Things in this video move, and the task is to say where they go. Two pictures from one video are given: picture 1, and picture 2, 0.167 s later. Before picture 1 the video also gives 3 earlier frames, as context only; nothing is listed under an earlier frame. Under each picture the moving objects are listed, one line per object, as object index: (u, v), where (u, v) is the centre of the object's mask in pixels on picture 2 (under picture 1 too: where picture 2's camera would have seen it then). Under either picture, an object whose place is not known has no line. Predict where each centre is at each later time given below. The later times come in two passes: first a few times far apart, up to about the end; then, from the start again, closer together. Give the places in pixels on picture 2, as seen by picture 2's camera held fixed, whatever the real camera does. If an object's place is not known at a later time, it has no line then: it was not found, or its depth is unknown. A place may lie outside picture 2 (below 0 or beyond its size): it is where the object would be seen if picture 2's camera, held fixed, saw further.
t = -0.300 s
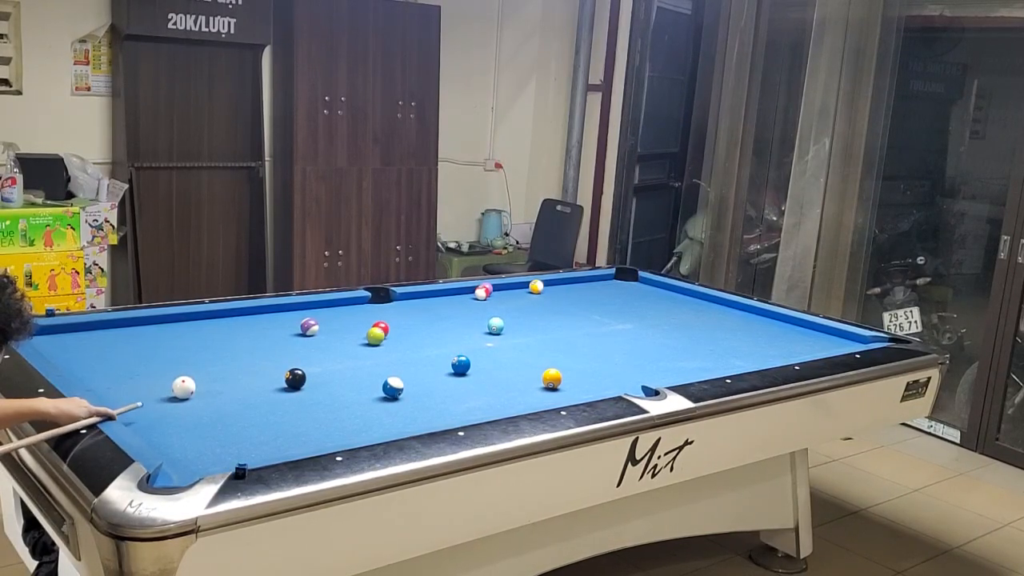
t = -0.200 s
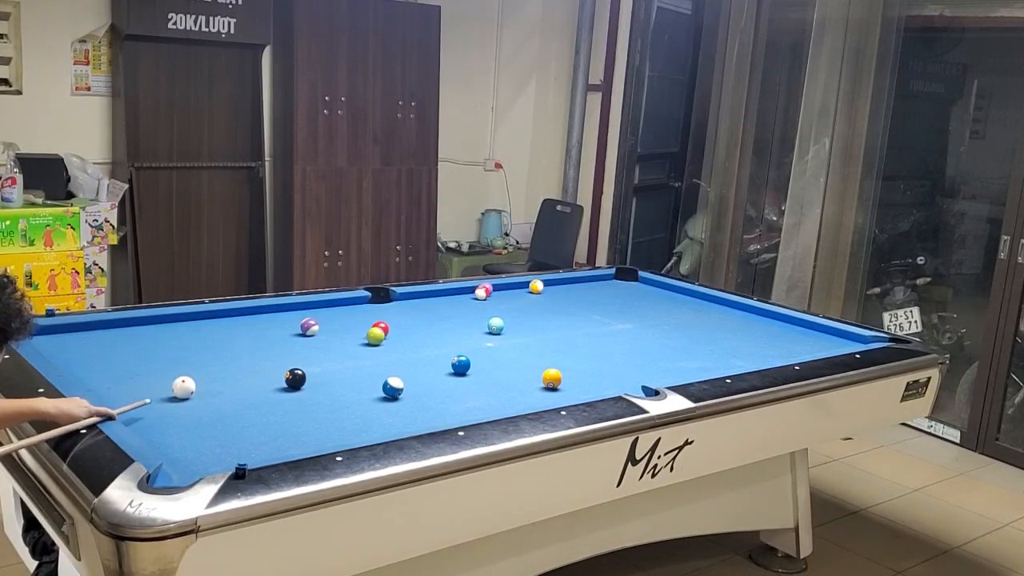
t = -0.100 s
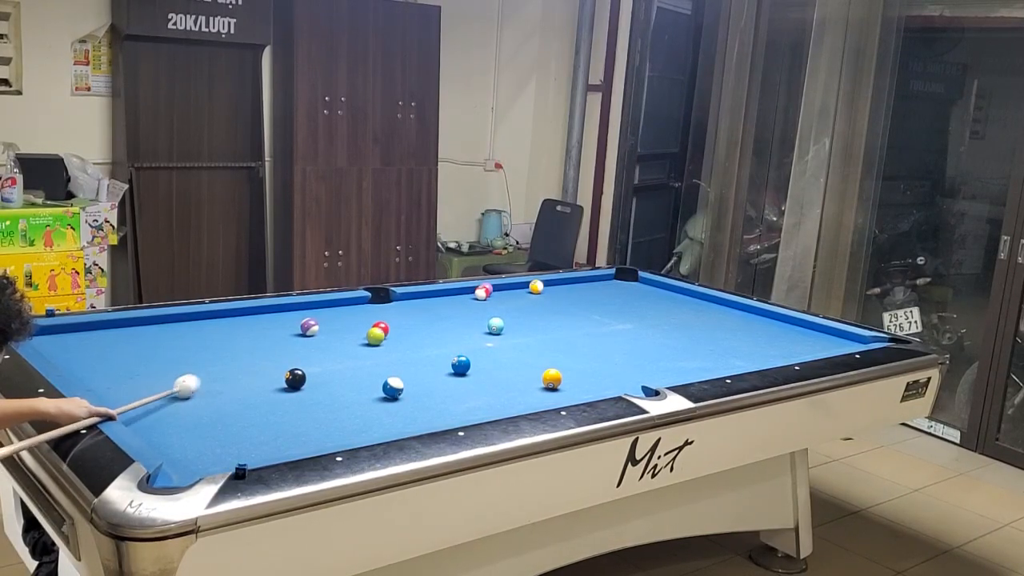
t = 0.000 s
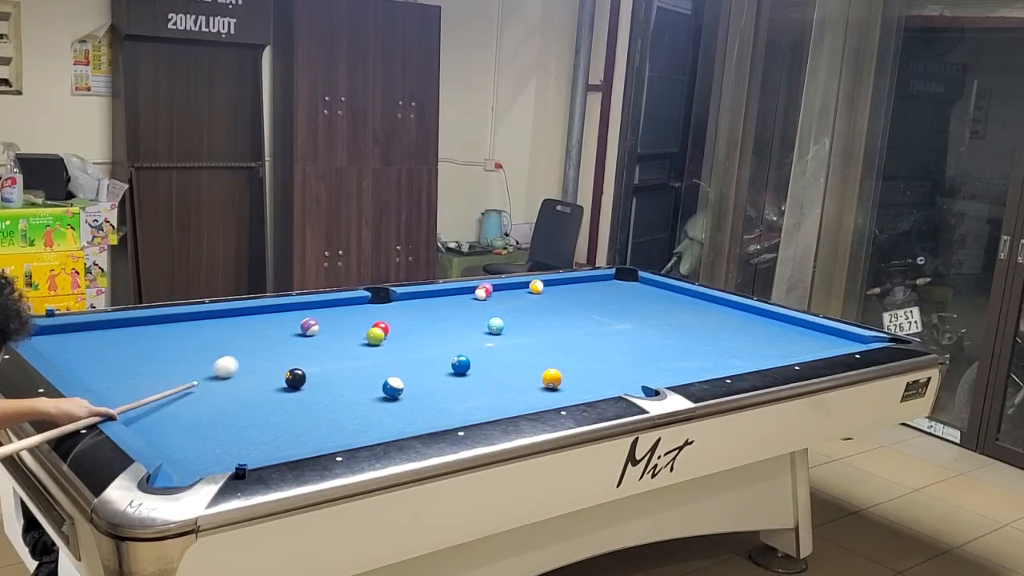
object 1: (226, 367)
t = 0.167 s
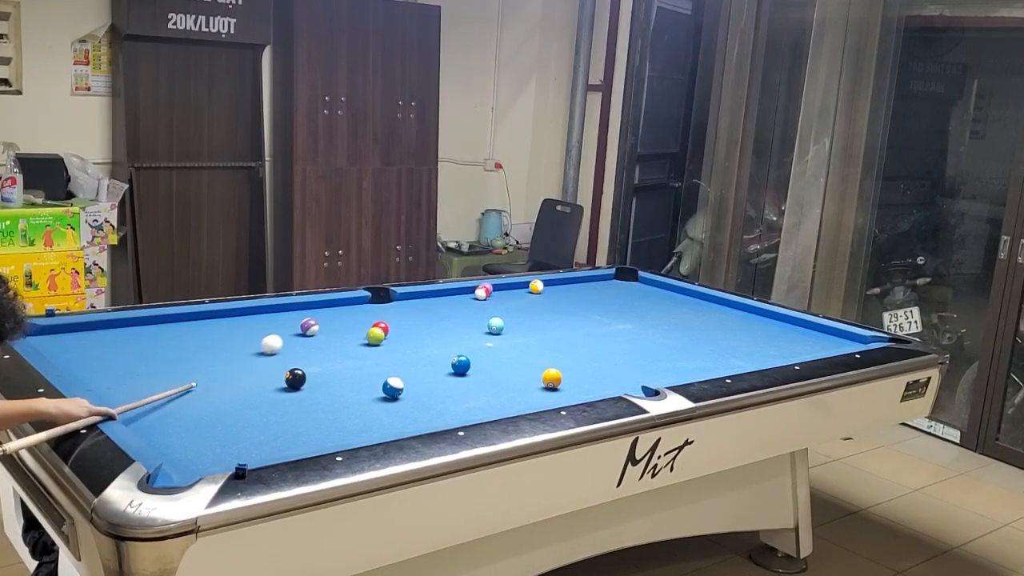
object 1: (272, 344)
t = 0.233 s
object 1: (288, 336)
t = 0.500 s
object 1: (304, 326)
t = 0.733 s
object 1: (311, 320)
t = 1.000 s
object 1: (318, 313)
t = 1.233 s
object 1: (323, 309)
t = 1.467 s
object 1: (328, 304)
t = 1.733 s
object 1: (338, 304)
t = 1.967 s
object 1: (347, 305)
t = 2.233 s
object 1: (356, 306)
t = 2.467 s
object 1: (363, 307)
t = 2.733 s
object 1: (369, 307)
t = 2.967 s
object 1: (372, 308)
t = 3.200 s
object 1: (374, 308)
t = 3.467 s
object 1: (374, 308)
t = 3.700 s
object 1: (374, 308)
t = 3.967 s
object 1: (374, 309)
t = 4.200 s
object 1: (374, 308)
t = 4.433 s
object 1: (374, 309)
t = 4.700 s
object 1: (374, 309)
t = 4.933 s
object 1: (374, 308)
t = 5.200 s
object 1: (374, 308)
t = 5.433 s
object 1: (374, 308)
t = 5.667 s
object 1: (374, 308)
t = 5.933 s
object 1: (374, 308)
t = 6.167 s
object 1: (374, 308)
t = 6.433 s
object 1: (374, 308)
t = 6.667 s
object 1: (374, 308)
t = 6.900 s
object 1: (374, 308)
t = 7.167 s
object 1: (374, 308)
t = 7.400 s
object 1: (374, 308)
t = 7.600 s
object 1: (374, 308)
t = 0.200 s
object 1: (280, 340)
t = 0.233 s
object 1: (288, 336)
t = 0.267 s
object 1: (295, 333)
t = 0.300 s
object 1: (300, 330)
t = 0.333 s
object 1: (300, 330)
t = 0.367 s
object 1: (300, 329)
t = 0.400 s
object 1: (301, 329)
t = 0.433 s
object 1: (302, 327)
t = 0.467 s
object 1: (303, 326)
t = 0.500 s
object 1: (304, 326)
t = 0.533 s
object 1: (305, 325)
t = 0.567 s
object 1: (306, 324)
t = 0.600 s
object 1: (307, 323)
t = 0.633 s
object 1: (308, 322)
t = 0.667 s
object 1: (309, 321)
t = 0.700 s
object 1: (310, 320)
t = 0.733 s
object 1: (311, 320)
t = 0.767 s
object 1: (312, 319)
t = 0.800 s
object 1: (313, 318)
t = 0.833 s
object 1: (314, 317)
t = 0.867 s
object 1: (314, 317)
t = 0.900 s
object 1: (315, 316)
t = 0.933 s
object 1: (316, 315)
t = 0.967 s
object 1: (317, 314)
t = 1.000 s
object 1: (318, 313)
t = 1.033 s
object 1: (319, 313)
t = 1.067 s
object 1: (319, 312)
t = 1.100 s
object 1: (320, 311)
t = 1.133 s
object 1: (321, 310)
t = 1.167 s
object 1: (322, 310)
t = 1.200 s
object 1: (323, 309)
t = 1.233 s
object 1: (323, 309)
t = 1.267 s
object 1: (324, 308)
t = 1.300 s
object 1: (325, 307)
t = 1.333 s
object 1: (325, 307)
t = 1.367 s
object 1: (326, 306)
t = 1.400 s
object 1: (327, 305)
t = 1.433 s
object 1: (327, 305)
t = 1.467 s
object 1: (328, 304)
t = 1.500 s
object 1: (329, 304)
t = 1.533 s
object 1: (329, 303)
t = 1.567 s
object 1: (331, 303)
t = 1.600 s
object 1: (332, 303)
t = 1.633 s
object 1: (334, 303)
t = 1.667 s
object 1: (335, 304)
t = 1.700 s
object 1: (337, 304)
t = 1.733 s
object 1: (338, 304)
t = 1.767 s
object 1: (340, 304)
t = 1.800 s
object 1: (341, 304)
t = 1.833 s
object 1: (342, 304)
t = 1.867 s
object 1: (344, 304)
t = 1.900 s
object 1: (345, 305)
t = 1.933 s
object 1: (346, 305)
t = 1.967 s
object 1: (347, 305)
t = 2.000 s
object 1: (349, 305)
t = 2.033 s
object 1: (350, 305)
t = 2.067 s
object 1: (351, 305)
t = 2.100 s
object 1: (352, 306)
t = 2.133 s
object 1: (353, 306)
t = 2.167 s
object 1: (354, 306)
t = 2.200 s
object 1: (355, 306)
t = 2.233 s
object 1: (356, 306)
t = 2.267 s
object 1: (357, 306)
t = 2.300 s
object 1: (358, 306)
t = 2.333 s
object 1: (359, 306)
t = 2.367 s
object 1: (360, 306)
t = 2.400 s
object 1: (361, 307)
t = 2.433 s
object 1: (362, 307)
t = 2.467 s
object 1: (363, 307)
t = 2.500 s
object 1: (364, 307)
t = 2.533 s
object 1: (364, 307)
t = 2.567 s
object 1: (365, 307)
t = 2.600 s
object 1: (366, 307)
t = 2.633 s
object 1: (366, 307)
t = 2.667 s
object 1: (367, 307)
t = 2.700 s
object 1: (368, 307)
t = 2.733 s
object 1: (369, 307)
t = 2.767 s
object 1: (369, 308)
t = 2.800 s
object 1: (370, 308)
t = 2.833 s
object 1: (370, 308)
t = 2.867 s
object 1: (371, 308)
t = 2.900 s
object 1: (371, 308)
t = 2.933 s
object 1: (372, 308)
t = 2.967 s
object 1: (372, 308)
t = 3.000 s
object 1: (372, 308)
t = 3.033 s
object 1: (373, 308)
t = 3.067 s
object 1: (373, 308)
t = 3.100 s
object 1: (373, 308)
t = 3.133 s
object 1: (373, 308)
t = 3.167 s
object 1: (374, 308)
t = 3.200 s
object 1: (374, 308)
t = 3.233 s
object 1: (374, 308)
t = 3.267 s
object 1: (374, 308)
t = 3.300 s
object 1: (374, 308)
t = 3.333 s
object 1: (374, 308)
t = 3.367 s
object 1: (374, 308)
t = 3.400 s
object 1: (374, 308)
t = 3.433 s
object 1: (374, 308)
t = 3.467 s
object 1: (374, 308)
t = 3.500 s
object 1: (374, 308)
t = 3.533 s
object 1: (374, 308)
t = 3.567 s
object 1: (374, 308)
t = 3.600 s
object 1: (374, 308)
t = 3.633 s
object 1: (374, 308)
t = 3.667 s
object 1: (374, 309)
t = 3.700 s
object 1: (374, 308)
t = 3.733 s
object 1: (374, 309)
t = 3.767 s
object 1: (374, 308)
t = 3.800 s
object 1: (374, 309)
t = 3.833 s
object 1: (374, 309)
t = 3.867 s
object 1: (374, 308)
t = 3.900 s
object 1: (374, 308)
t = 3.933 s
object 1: (374, 308)
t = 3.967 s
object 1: (374, 309)
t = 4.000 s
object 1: (374, 309)
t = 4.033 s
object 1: (374, 308)
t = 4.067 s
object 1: (374, 309)
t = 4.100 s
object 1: (374, 308)
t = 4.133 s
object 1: (374, 308)
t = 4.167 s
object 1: (374, 308)
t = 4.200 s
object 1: (374, 308)
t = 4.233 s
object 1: (374, 308)
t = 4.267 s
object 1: (374, 309)
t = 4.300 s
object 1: (374, 309)
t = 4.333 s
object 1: (374, 309)
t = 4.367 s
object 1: (374, 309)
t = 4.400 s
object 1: (374, 309)
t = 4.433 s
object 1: (374, 309)
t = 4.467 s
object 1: (374, 308)
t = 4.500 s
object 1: (374, 308)
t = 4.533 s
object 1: (374, 308)
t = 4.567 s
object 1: (374, 308)
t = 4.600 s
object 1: (374, 308)
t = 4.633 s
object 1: (374, 309)
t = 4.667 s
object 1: (374, 309)
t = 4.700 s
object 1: (374, 309)
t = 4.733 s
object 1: (374, 309)
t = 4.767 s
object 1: (374, 308)
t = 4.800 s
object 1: (374, 309)
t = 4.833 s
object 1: (374, 308)
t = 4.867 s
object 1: (374, 308)
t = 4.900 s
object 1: (374, 308)
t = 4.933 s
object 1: (374, 308)
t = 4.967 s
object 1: (374, 309)
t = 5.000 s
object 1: (374, 309)
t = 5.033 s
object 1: (374, 308)
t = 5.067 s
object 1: (374, 308)
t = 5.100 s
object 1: (374, 309)
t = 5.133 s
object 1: (374, 308)
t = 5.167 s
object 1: (374, 308)
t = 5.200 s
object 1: (374, 308)
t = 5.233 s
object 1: (374, 308)
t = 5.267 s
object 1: (374, 308)
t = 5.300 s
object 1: (374, 308)
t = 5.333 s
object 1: (374, 308)
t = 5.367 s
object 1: (374, 308)
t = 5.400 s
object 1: (374, 308)
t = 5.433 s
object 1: (374, 308)
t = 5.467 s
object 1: (374, 308)
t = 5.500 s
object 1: (374, 308)
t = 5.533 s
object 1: (374, 308)
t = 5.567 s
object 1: (374, 308)
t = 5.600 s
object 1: (374, 308)
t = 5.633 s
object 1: (374, 308)
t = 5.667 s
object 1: (374, 308)
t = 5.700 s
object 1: (374, 308)
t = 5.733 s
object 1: (374, 308)
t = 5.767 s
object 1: (374, 308)
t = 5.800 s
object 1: (374, 308)
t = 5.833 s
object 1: (374, 308)
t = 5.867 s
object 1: (374, 308)
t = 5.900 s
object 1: (374, 308)
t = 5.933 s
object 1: (374, 308)
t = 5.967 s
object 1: (374, 308)
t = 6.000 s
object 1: (374, 308)
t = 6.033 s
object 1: (374, 308)
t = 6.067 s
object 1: (374, 308)
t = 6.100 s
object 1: (374, 308)
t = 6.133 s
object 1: (374, 308)
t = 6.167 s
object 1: (374, 308)
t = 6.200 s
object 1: (374, 308)
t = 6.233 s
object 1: (374, 308)
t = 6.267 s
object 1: (374, 308)
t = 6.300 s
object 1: (374, 308)
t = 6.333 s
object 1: (374, 308)
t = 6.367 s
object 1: (374, 308)
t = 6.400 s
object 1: (374, 309)
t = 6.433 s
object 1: (374, 308)
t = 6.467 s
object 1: (374, 308)
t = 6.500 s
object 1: (374, 308)
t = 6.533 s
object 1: (374, 308)
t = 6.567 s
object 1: (374, 308)
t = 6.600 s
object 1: (374, 308)
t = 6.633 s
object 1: (374, 308)
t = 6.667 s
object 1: (374, 308)
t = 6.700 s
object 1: (374, 308)
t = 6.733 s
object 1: (374, 309)
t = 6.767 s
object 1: (374, 309)
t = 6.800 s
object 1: (374, 309)
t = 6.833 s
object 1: (374, 308)
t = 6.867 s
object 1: (374, 308)
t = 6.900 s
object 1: (374, 308)
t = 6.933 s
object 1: (374, 308)
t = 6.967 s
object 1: (374, 308)
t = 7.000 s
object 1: (374, 308)
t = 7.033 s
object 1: (374, 308)
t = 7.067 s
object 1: (374, 308)
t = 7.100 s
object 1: (374, 308)
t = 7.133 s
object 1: (374, 308)
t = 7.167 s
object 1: (374, 308)
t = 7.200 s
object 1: (374, 308)
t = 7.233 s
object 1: (374, 308)
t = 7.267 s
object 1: (374, 308)
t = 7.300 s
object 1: (374, 308)
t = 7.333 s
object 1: (374, 308)
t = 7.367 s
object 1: (374, 308)
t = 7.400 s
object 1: (374, 308)
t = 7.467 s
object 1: (374, 308)
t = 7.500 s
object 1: (374, 308)
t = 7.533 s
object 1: (374, 308)
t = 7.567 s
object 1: (374, 308)
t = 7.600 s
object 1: (374, 308)
